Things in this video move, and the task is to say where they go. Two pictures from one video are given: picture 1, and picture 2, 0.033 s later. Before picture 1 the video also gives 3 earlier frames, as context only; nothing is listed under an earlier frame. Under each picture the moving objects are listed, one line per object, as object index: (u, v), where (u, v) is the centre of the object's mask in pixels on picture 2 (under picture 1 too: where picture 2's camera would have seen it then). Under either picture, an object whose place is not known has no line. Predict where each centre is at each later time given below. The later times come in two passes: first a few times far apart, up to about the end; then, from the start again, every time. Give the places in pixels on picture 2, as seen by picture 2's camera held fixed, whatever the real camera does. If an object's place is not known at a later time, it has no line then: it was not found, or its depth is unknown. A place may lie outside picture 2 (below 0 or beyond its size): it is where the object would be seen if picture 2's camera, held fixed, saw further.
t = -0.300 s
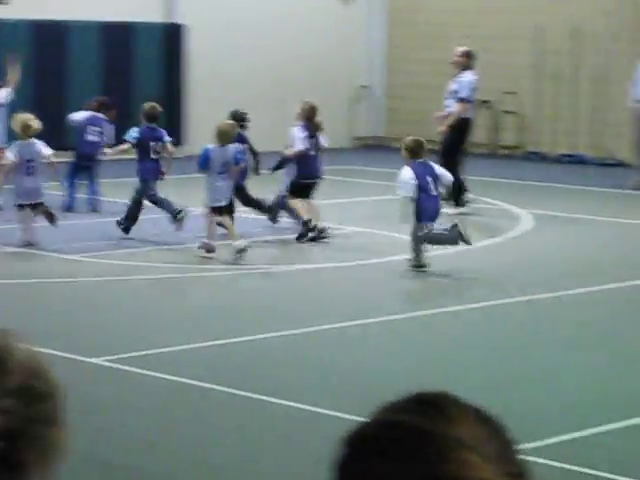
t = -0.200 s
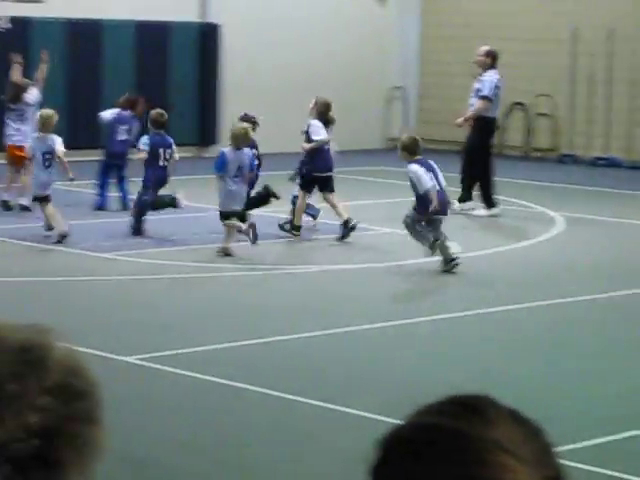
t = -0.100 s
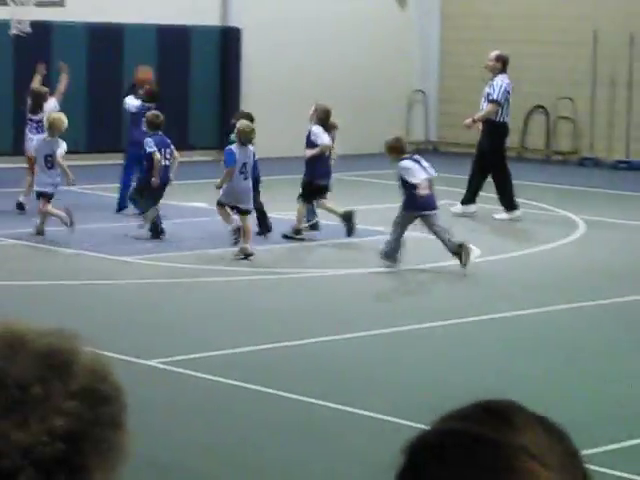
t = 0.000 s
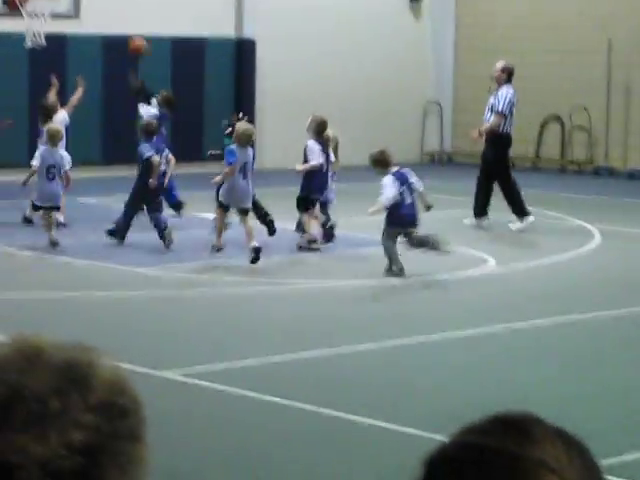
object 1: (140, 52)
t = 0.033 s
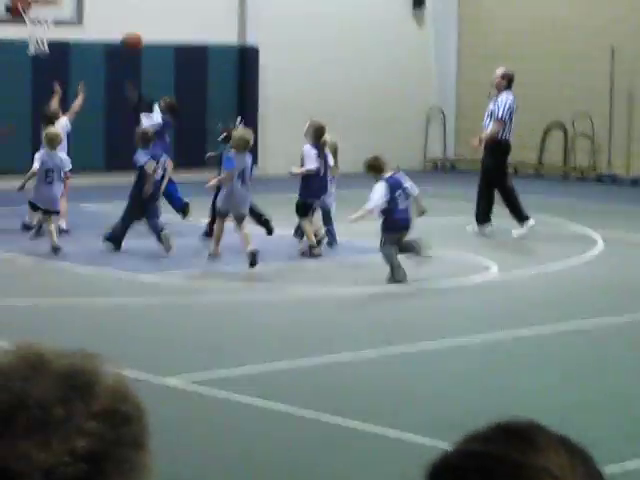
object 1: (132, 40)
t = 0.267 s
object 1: (76, -17)
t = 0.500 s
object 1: (18, -27)
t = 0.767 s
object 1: (-13, 18)
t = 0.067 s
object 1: (124, 31)
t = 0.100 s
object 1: (116, 19)
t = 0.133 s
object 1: (108, 10)
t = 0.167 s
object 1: (100, 2)
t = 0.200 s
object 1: (92, -6)
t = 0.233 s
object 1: (83, -12)
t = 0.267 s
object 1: (76, -17)
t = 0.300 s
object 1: (67, -22)
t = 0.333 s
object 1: (59, -25)
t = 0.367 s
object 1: (51, -28)
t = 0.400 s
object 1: (43, -27)
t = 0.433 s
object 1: (35, -28)
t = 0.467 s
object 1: (27, -28)
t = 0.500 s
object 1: (18, -27)
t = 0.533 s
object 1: (12, -22)
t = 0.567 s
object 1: (1, -20)
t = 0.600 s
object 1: (-7, -14)
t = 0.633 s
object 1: (-10, -9)
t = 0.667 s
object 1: (-11, -4)
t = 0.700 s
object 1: (-12, 1)
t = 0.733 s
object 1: (-13, 9)
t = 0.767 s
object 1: (-13, 18)
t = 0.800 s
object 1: (-16, 26)
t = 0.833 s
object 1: (-16, 34)
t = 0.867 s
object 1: (-16, 46)
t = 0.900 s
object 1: (-17, 57)
